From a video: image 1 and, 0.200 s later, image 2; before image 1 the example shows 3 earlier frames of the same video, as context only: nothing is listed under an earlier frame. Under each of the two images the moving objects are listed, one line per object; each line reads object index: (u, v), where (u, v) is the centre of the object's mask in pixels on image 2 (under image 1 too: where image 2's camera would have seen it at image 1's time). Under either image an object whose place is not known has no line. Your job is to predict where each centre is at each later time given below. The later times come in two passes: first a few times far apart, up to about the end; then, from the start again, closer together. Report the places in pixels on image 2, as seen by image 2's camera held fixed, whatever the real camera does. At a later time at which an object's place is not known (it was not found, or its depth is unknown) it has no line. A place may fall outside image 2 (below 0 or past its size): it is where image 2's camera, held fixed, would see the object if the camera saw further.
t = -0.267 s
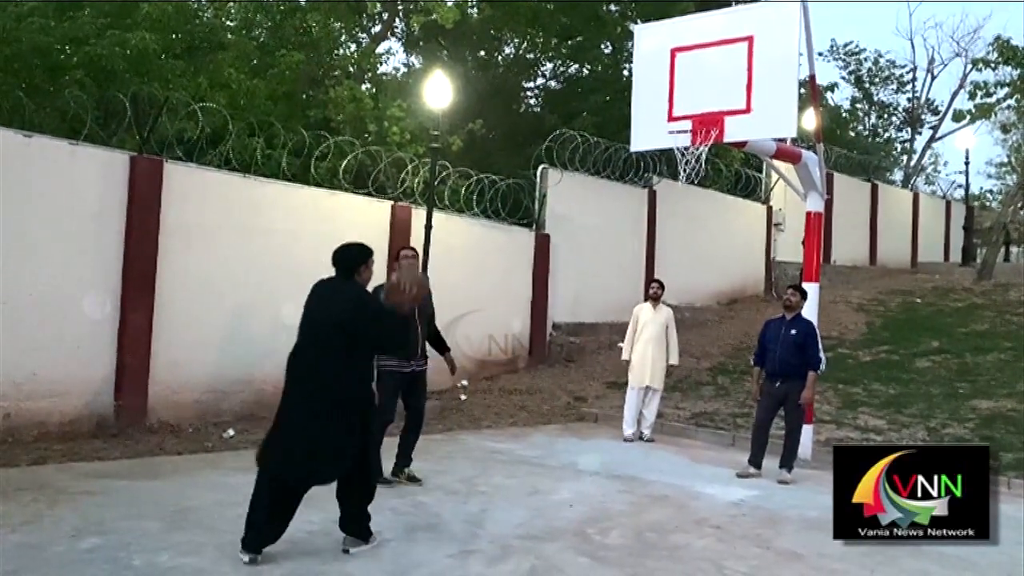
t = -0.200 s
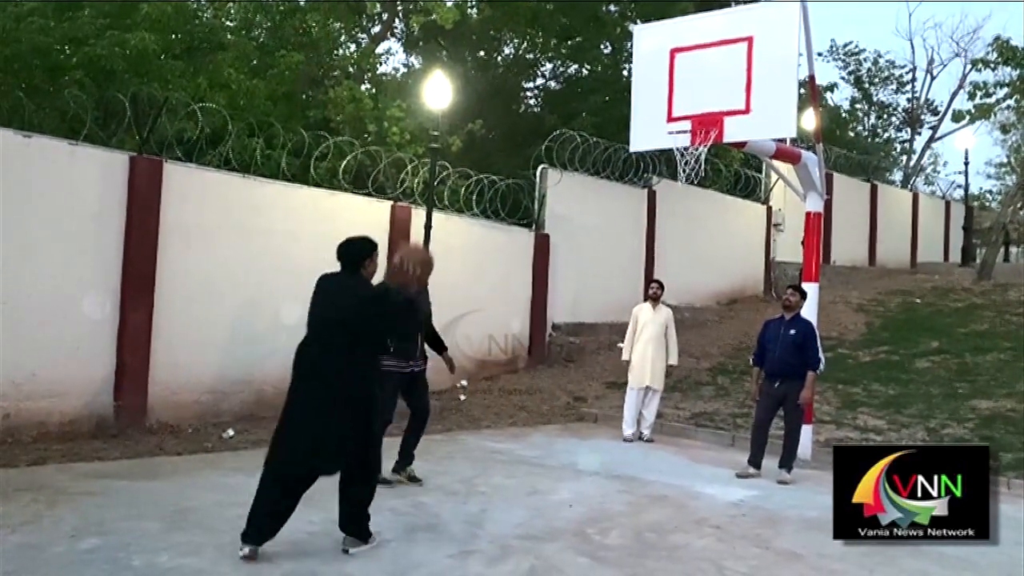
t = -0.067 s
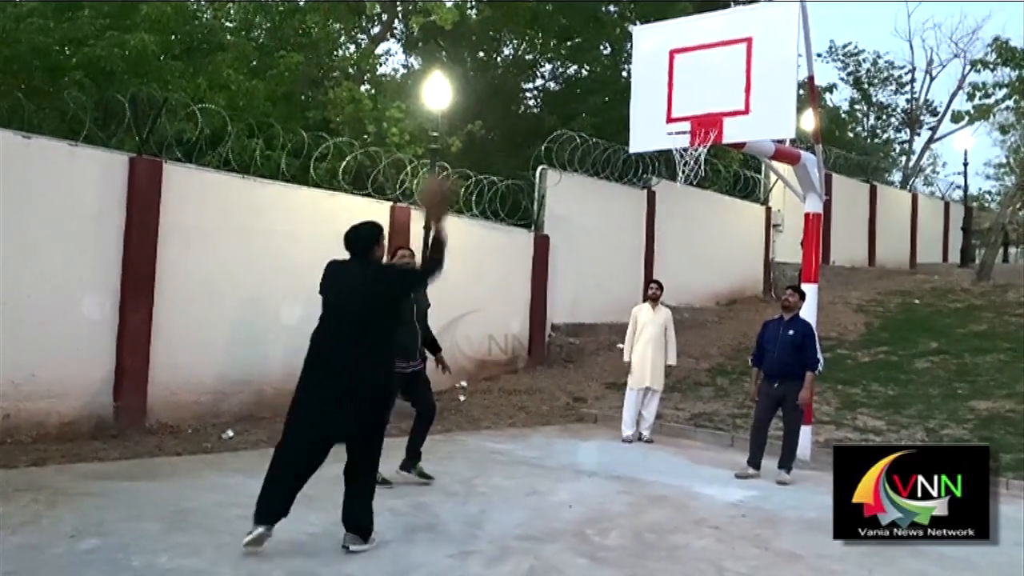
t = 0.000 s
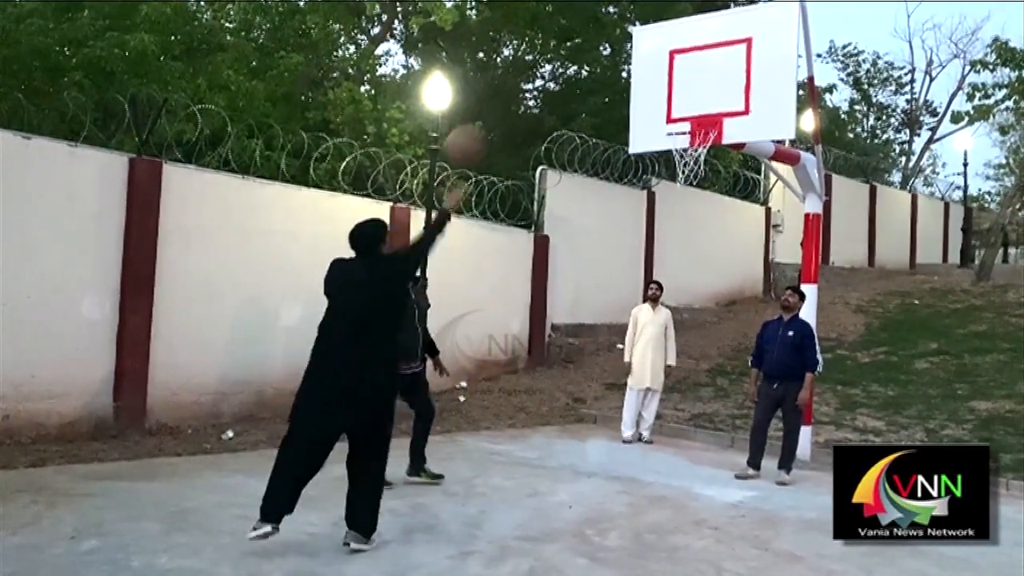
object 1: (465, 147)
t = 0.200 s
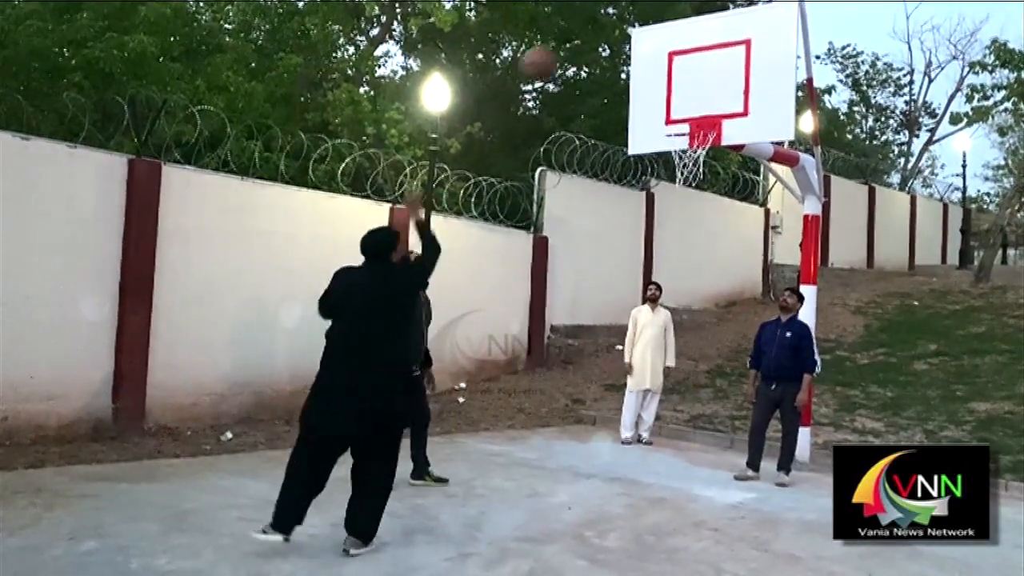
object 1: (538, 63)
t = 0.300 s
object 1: (571, 47)
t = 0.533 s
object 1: (631, 63)
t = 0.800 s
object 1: (681, 109)
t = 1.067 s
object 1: (695, 93)
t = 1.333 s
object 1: (706, 127)
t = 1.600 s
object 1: (720, 213)
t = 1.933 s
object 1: (734, 474)
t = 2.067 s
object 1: (755, 429)
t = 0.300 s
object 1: (571, 47)
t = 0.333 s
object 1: (579, 45)
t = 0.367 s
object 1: (589, 45)
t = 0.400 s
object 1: (599, 46)
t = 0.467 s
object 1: (616, 51)
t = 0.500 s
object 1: (623, 57)
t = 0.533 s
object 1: (631, 63)
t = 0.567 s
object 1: (639, 71)
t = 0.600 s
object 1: (646, 80)
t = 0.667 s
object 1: (660, 101)
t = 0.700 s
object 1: (667, 112)
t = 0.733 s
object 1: (672, 122)
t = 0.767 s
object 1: (677, 115)
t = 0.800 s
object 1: (681, 109)
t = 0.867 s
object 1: (689, 100)
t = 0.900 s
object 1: (690, 95)
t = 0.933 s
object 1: (691, 92)
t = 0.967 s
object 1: (693, 90)
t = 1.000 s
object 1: (693, 90)
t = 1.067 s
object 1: (695, 93)
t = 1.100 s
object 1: (696, 96)
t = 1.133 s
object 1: (698, 101)
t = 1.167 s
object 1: (698, 108)
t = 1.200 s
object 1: (698, 116)
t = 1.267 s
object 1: (702, 121)
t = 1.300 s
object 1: (703, 124)
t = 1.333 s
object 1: (706, 127)
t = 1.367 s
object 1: (708, 132)
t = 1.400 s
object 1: (710, 139)
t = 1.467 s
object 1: (713, 158)
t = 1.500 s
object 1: (716, 166)
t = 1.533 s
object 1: (716, 181)
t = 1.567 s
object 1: (717, 194)
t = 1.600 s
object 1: (720, 213)
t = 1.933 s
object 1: (734, 474)
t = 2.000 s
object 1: (742, 491)
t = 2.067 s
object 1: (755, 429)
